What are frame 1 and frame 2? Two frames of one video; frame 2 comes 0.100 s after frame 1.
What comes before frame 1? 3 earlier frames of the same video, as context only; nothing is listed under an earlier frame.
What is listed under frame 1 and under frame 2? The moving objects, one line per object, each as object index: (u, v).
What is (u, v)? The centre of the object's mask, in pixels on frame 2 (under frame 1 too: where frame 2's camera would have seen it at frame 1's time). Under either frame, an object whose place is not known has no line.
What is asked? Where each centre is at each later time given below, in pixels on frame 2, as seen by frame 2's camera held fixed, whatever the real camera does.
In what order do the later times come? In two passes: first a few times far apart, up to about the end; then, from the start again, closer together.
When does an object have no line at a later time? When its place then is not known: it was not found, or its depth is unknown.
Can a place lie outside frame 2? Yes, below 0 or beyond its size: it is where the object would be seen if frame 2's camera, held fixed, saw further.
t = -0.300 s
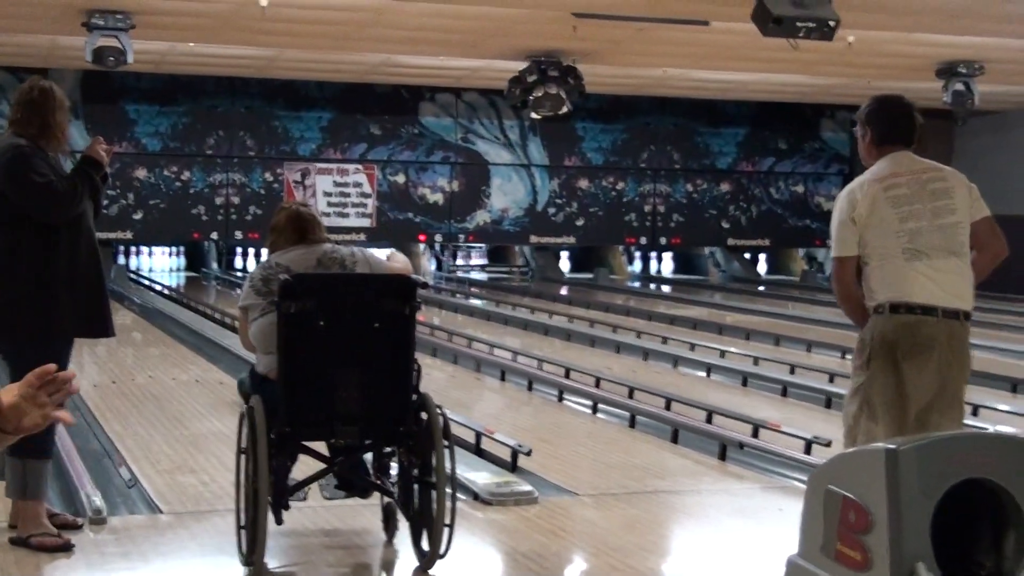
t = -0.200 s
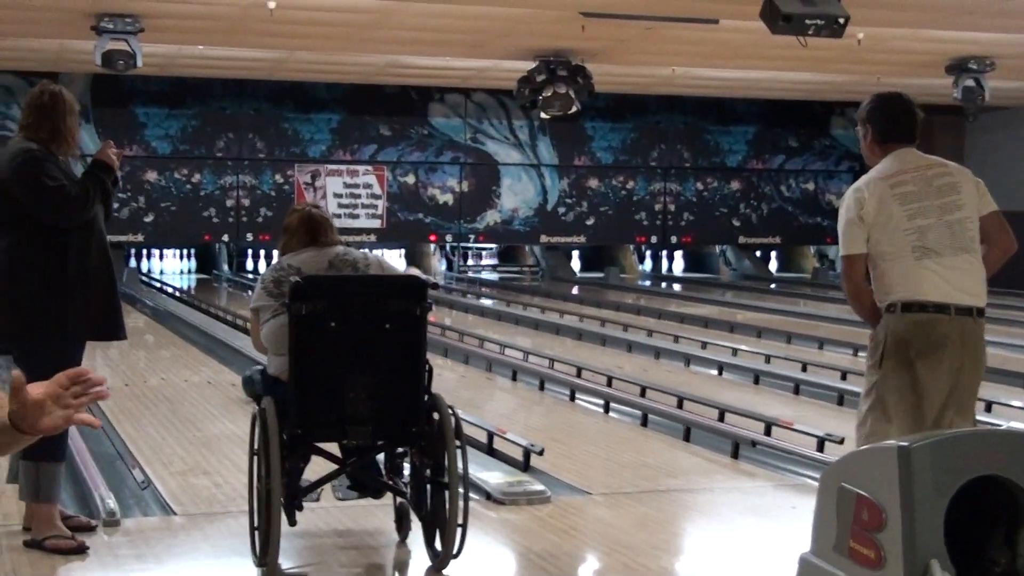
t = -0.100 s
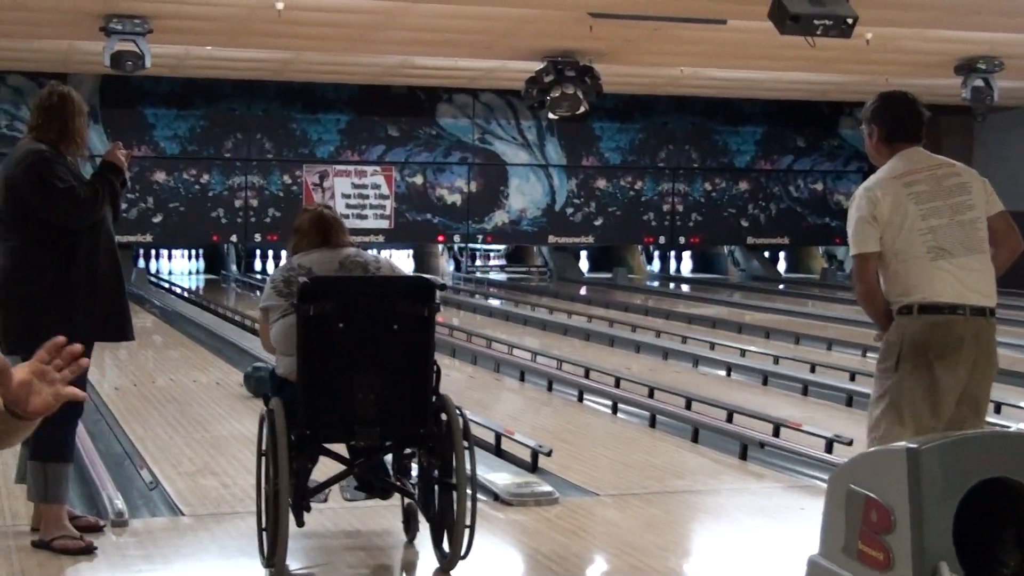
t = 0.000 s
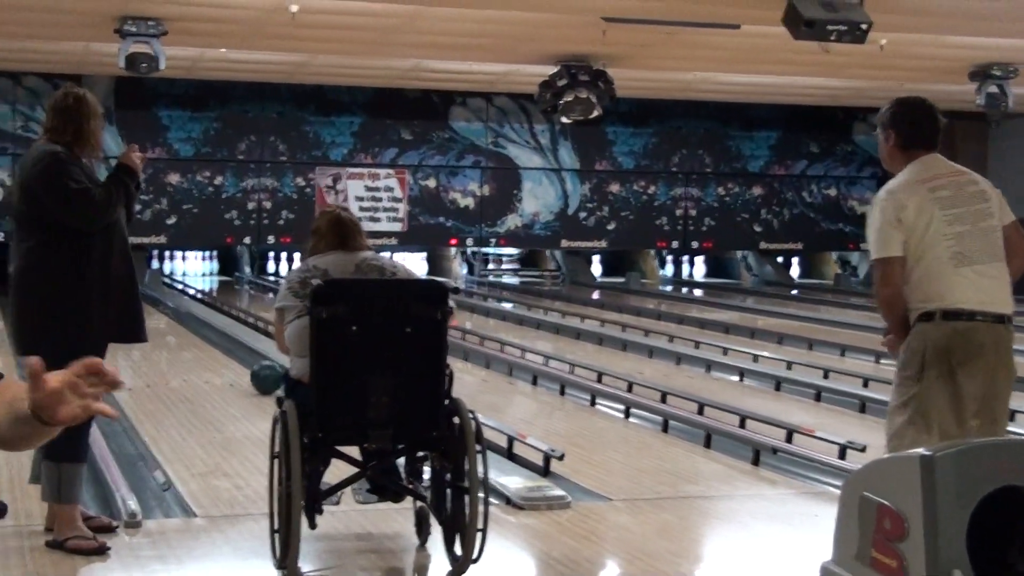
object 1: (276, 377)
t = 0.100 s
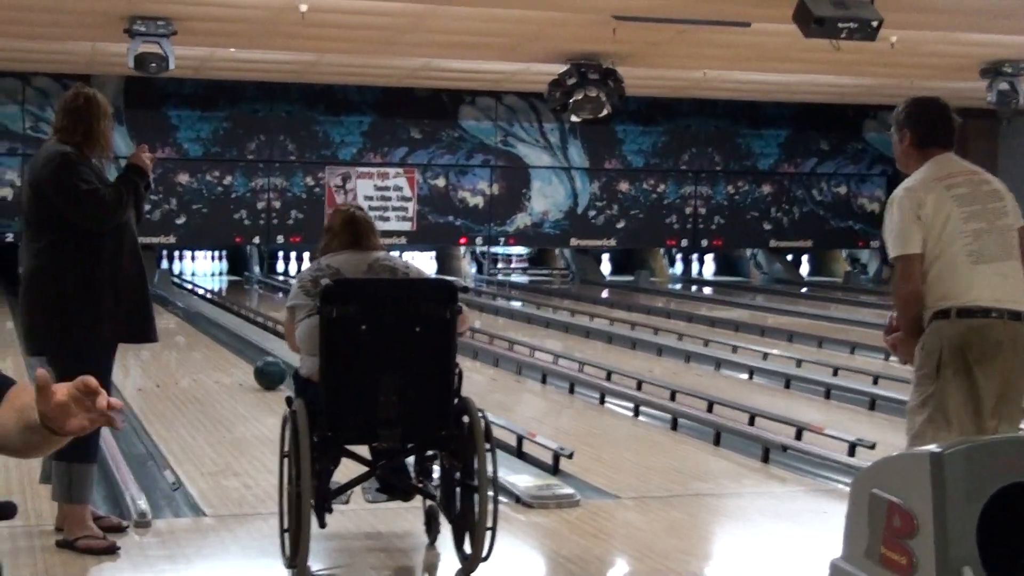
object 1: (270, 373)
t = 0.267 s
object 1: (260, 368)
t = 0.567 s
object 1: (248, 359)
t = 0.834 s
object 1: (236, 355)
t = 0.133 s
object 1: (268, 372)
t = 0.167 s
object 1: (266, 371)
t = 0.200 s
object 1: (264, 370)
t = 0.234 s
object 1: (262, 369)
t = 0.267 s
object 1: (260, 368)
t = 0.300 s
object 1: (258, 367)
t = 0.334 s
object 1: (257, 366)
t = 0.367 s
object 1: (254, 365)
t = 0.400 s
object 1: (253, 364)
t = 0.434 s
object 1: (251, 363)
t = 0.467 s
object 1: (250, 362)
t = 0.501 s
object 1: (248, 361)
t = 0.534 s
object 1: (247, 360)
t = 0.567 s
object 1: (248, 359)
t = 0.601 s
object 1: (249, 358)
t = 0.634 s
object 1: (247, 358)
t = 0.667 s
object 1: (246, 357)
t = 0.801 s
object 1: (239, 355)
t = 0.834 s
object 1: (236, 355)
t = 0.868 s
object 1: (234, 354)
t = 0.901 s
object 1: (229, 353)
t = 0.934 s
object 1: (225, 352)
